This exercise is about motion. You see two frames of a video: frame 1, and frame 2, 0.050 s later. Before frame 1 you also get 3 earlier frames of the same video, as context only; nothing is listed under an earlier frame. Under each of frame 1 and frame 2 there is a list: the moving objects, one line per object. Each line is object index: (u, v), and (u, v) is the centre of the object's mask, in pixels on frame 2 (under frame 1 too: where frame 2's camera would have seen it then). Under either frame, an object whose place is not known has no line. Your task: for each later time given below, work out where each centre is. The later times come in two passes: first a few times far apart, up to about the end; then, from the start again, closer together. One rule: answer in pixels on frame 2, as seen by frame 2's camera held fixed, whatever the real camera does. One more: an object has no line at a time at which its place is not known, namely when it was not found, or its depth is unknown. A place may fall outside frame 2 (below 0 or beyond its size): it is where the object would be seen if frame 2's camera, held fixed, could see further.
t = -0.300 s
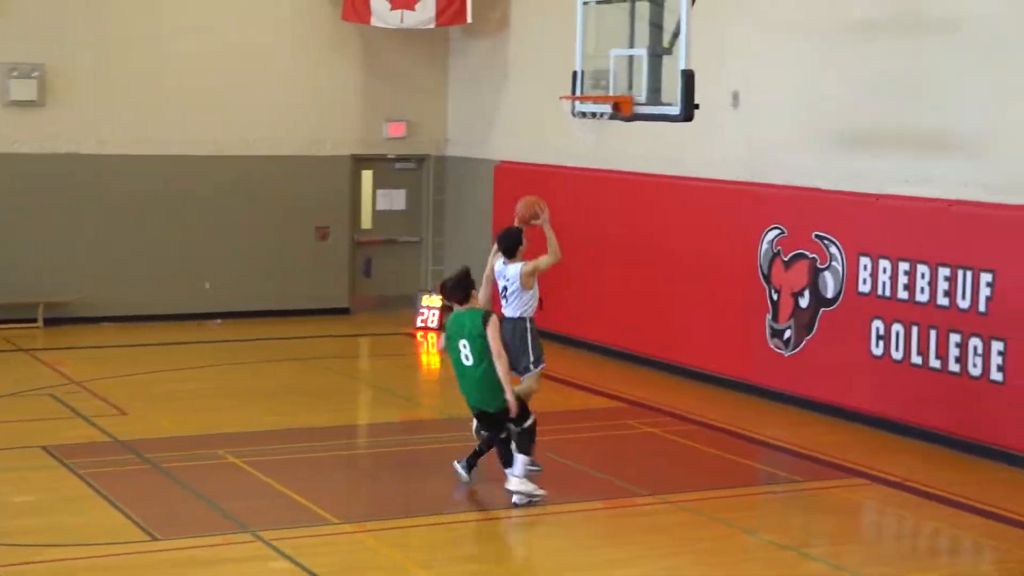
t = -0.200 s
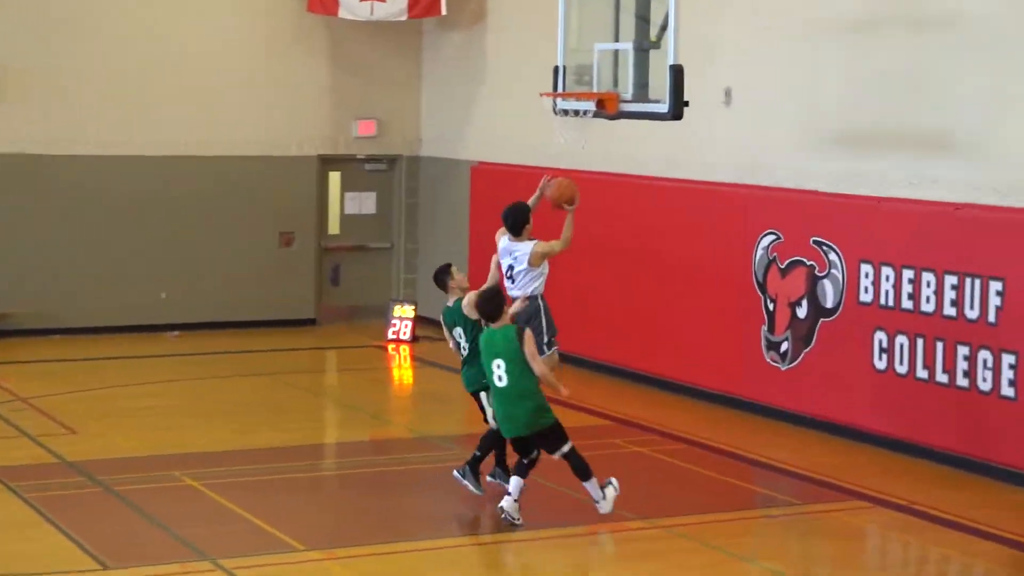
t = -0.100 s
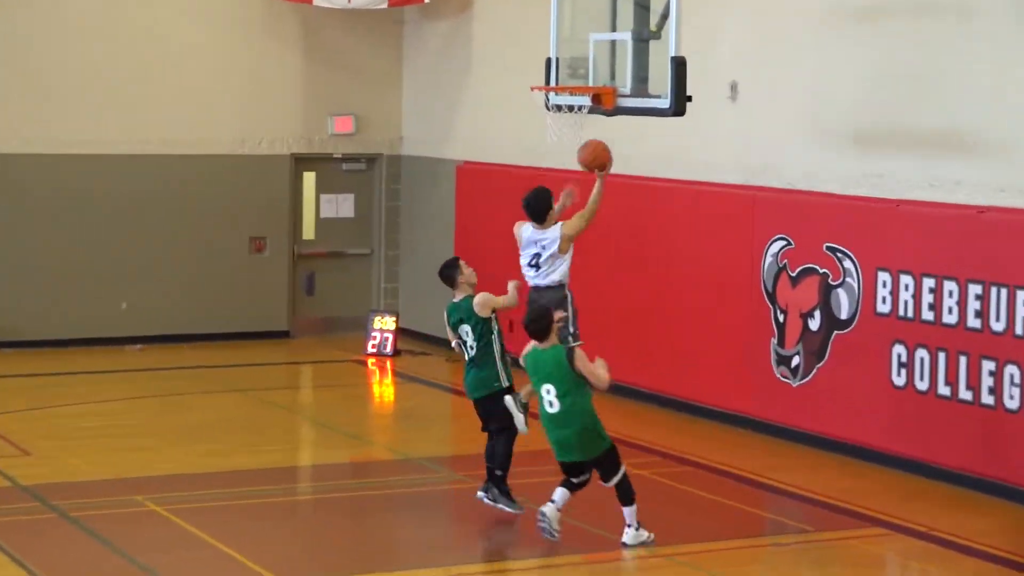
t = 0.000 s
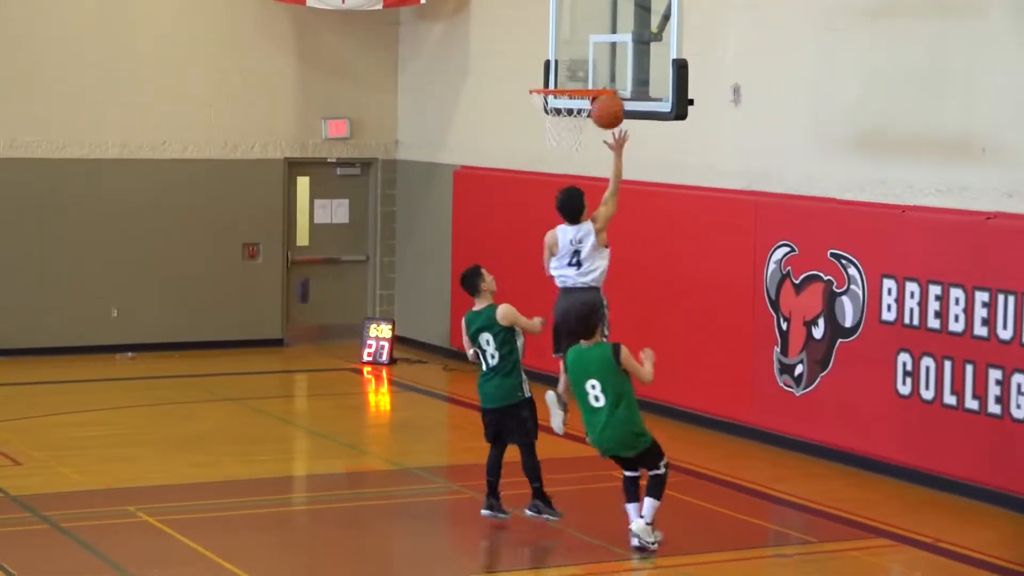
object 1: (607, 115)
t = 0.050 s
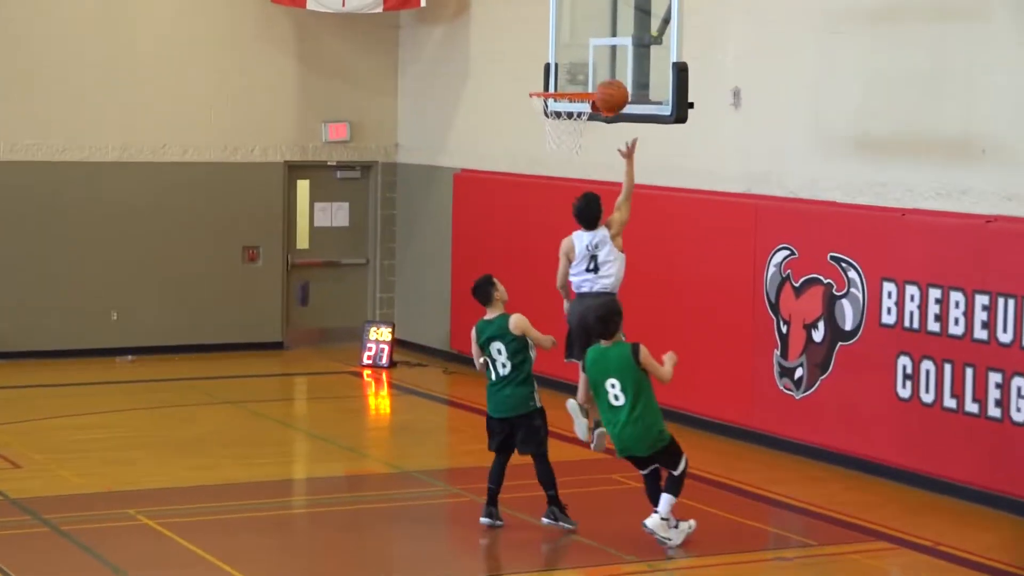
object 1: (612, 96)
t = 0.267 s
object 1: (619, 55)
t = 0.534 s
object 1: (555, 88)
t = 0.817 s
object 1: (561, 206)
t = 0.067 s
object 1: (613, 90)
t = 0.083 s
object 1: (613, 86)
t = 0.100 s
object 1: (615, 81)
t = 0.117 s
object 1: (615, 77)
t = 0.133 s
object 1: (616, 72)
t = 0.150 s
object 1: (617, 69)
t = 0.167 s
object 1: (618, 65)
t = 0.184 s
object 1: (619, 63)
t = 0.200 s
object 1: (620, 60)
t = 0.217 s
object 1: (621, 58)
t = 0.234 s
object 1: (622, 57)
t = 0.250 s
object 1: (622, 55)
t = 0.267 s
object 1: (619, 55)
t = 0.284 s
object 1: (615, 54)
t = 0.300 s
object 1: (611, 54)
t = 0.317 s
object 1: (607, 54)
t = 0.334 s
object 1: (603, 55)
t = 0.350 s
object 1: (599, 55)
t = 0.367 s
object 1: (595, 57)
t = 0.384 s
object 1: (591, 58)
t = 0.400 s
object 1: (587, 60)
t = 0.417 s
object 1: (583, 63)
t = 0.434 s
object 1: (579, 66)
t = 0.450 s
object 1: (574, 69)
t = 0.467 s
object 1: (570, 73)
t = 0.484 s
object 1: (566, 77)
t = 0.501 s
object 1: (562, 80)
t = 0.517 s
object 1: (558, 82)
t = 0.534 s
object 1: (555, 88)
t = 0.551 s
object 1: (550, 96)
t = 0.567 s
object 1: (546, 102)
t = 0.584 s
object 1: (546, 107)
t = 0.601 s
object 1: (547, 113)
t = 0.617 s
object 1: (548, 117)
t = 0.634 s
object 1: (550, 124)
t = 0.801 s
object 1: (560, 197)
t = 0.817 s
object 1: (561, 206)
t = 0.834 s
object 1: (562, 216)
